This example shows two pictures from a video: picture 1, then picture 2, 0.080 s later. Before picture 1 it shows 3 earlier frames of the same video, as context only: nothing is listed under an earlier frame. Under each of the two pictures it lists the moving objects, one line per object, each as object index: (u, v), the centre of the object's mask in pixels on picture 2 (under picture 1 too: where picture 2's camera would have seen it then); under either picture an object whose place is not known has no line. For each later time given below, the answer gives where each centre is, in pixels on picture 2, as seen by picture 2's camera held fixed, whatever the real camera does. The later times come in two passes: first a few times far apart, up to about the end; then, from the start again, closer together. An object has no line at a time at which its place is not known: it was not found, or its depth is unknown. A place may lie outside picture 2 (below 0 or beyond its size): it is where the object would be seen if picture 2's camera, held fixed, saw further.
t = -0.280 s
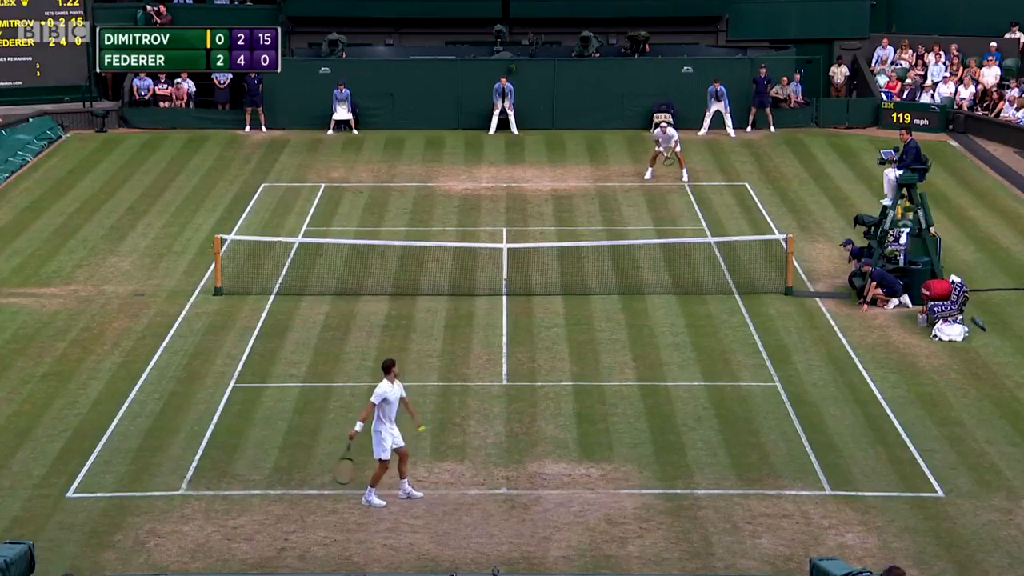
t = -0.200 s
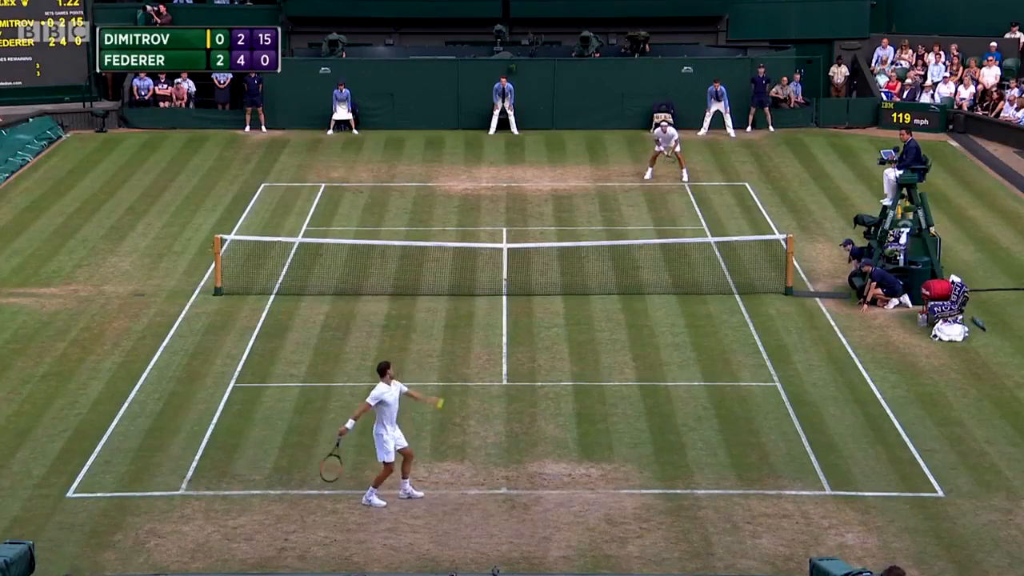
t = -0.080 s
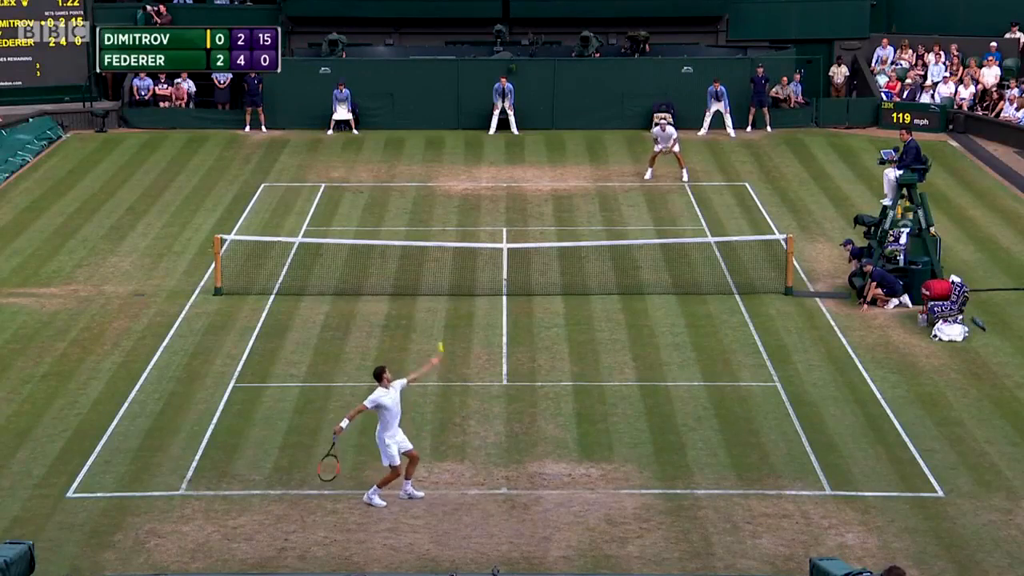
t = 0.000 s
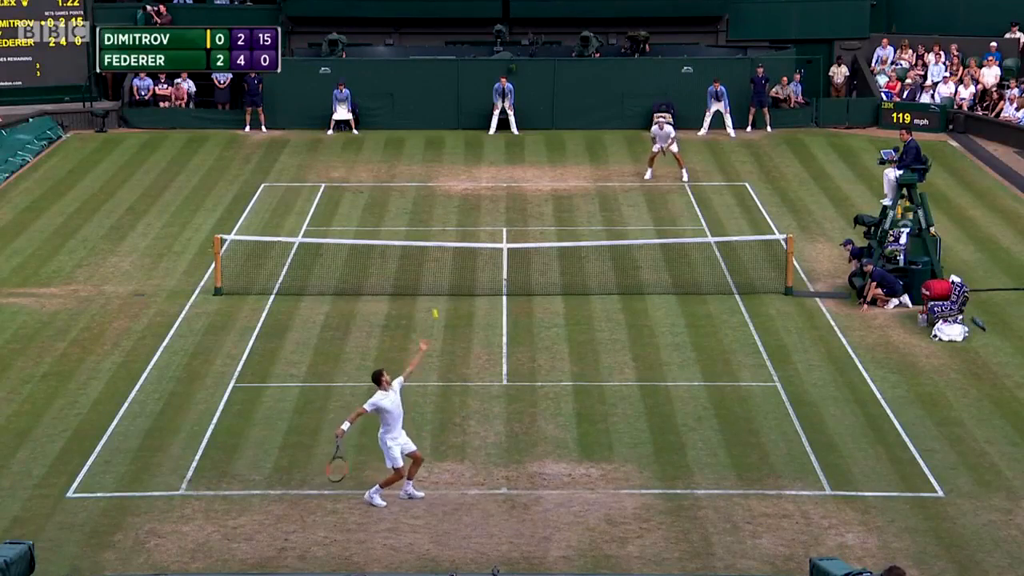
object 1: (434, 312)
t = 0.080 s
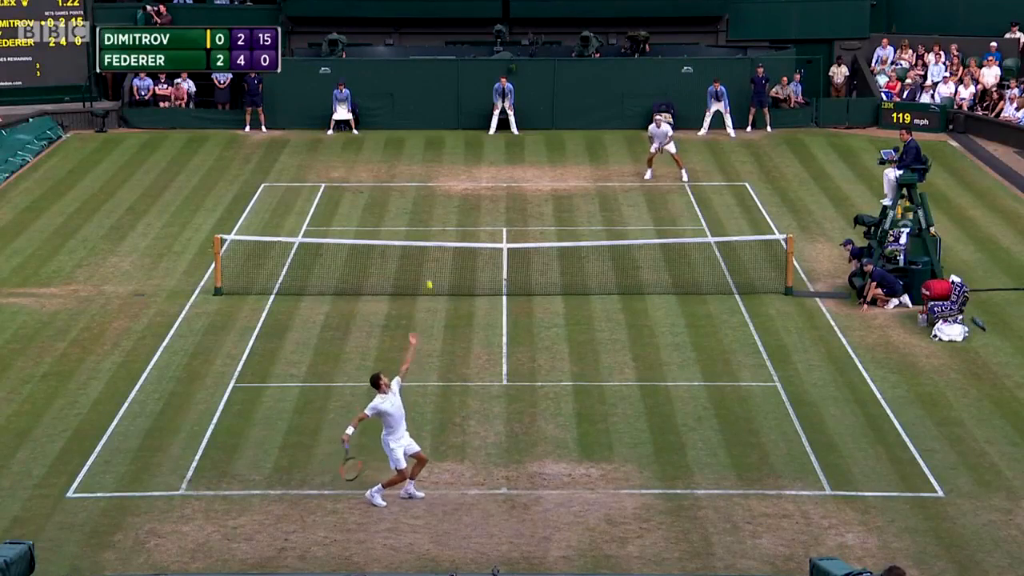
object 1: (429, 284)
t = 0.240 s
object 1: (418, 241)
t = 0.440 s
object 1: (405, 215)
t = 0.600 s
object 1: (395, 217)
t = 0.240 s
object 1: (418, 241)
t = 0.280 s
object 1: (416, 233)
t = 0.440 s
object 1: (405, 215)
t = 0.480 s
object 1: (402, 214)
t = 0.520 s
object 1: (400, 214)
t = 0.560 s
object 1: (397, 214)
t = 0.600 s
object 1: (395, 217)
